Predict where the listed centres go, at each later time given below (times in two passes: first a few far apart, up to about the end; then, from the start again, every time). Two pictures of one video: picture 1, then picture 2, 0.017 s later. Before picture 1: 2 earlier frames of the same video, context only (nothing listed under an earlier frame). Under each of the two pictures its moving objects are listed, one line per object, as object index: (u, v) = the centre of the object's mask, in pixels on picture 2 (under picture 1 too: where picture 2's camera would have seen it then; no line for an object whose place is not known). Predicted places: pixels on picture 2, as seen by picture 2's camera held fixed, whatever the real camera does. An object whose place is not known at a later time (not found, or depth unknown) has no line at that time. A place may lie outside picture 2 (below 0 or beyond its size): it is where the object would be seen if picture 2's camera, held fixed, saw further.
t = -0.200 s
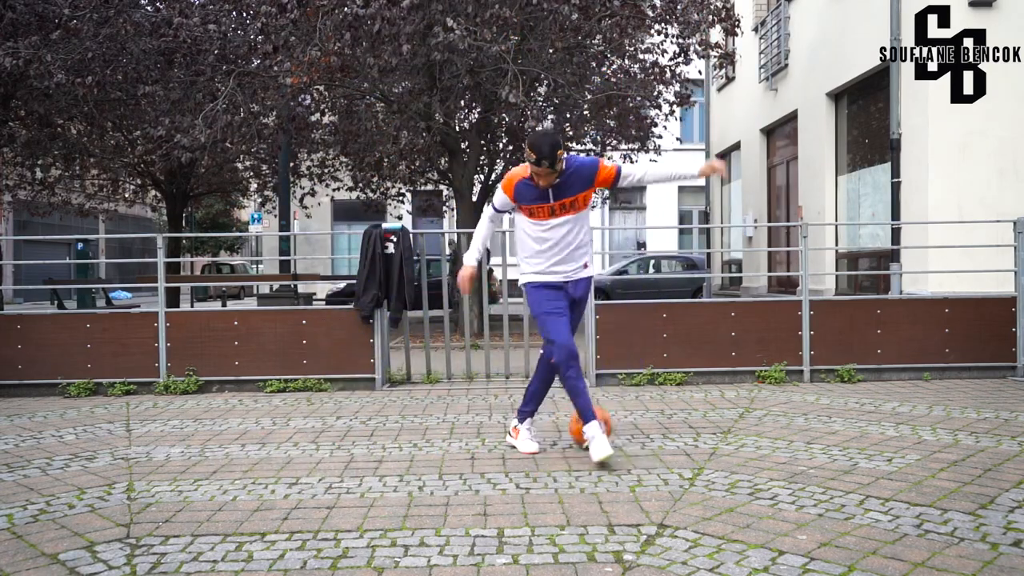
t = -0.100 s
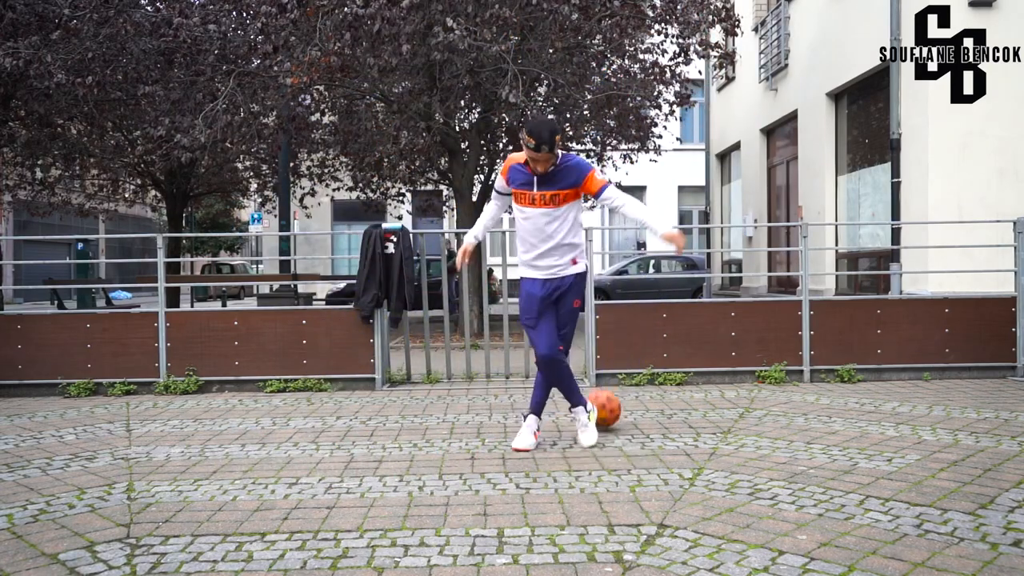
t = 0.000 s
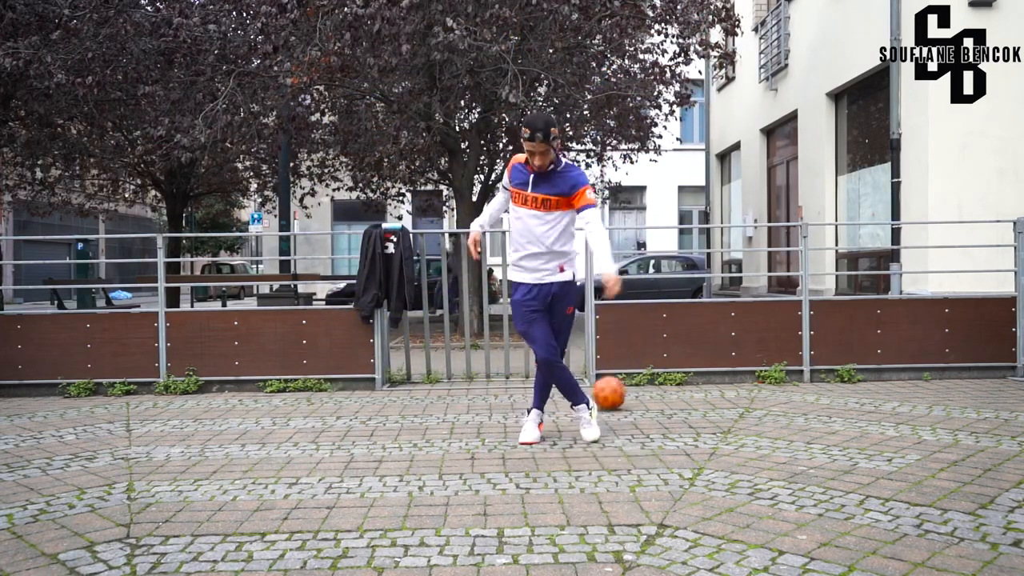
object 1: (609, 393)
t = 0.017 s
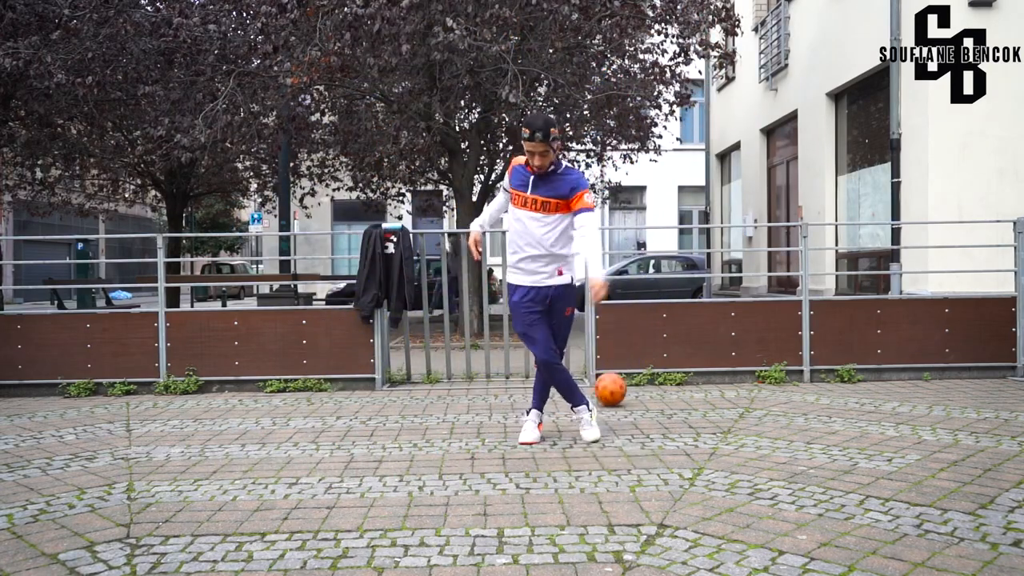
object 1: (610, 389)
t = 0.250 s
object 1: (624, 366)
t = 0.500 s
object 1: (644, 386)
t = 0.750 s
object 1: (654, 397)
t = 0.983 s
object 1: (660, 406)
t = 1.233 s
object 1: (666, 420)
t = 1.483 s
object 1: (672, 431)
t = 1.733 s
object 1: (678, 445)
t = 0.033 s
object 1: (611, 387)
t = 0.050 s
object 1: (612, 384)
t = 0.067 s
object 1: (613, 382)
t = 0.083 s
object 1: (613, 381)
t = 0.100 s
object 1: (614, 379)
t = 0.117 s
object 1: (615, 378)
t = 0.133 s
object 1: (615, 376)
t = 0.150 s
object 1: (616, 373)
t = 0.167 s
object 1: (618, 371)
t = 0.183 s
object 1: (618, 368)
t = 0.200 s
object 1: (619, 367)
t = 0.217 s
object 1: (621, 366)
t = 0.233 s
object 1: (622, 366)
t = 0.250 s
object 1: (624, 366)
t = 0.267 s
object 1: (626, 366)
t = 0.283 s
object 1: (626, 367)
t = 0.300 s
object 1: (628, 369)
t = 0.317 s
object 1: (630, 370)
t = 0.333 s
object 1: (631, 371)
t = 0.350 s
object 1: (633, 373)
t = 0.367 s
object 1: (635, 377)
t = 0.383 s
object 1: (636, 378)
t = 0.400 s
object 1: (637, 383)
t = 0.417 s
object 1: (640, 386)
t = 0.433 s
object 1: (640, 385)
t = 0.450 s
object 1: (641, 385)
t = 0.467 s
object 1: (642, 385)
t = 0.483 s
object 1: (642, 385)
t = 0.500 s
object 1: (644, 386)
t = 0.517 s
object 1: (645, 387)
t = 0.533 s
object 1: (645, 388)
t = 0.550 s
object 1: (646, 390)
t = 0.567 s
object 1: (647, 391)
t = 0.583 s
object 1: (648, 391)
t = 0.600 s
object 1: (648, 392)
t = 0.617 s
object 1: (649, 393)
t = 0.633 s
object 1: (650, 394)
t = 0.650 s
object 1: (651, 394)
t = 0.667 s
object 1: (652, 395)
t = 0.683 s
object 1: (652, 395)
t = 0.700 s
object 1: (653, 396)
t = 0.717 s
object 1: (654, 397)
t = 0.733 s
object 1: (654, 397)
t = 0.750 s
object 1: (654, 397)
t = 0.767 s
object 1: (655, 398)
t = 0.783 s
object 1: (655, 398)
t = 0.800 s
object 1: (655, 399)
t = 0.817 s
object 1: (656, 400)
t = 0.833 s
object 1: (657, 401)
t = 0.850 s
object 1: (657, 401)
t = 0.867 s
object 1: (658, 402)
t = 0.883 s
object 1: (658, 402)
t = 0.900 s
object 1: (658, 403)
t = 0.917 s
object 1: (658, 403)
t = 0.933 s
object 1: (658, 403)
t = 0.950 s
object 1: (659, 405)
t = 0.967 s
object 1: (660, 406)
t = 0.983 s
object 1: (660, 406)
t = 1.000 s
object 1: (661, 407)
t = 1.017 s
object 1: (662, 408)
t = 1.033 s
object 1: (662, 409)
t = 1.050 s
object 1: (662, 409)
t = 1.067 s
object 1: (663, 410)
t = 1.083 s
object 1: (663, 410)
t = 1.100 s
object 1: (663, 412)
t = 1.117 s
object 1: (664, 413)
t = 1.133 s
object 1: (664, 414)
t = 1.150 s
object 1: (665, 415)
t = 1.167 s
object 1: (665, 415)
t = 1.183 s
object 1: (665, 417)
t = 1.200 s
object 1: (665, 417)
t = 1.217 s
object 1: (666, 419)
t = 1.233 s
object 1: (666, 420)
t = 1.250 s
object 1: (666, 420)
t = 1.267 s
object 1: (667, 421)
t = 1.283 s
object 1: (667, 421)
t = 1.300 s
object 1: (667, 422)
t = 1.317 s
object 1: (668, 423)
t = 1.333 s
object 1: (668, 423)
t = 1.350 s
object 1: (669, 425)
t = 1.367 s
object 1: (669, 425)
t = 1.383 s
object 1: (669, 426)
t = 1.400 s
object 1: (670, 427)
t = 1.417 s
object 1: (670, 428)
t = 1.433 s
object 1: (671, 429)
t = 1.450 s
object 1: (671, 430)
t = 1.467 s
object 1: (672, 431)
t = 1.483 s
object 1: (672, 431)
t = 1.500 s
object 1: (672, 432)
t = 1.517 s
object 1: (673, 434)
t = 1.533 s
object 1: (673, 434)
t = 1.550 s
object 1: (674, 435)
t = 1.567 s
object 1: (674, 437)
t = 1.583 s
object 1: (674, 437)
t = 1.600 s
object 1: (675, 438)
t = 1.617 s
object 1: (675, 439)
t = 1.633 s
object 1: (676, 439)
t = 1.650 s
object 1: (676, 441)
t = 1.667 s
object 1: (677, 442)
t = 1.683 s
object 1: (677, 443)
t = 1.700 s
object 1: (677, 444)
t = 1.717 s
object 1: (678, 445)
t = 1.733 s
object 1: (678, 445)
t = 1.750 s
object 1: (679, 447)
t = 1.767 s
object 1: (679, 449)
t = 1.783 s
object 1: (680, 449)
